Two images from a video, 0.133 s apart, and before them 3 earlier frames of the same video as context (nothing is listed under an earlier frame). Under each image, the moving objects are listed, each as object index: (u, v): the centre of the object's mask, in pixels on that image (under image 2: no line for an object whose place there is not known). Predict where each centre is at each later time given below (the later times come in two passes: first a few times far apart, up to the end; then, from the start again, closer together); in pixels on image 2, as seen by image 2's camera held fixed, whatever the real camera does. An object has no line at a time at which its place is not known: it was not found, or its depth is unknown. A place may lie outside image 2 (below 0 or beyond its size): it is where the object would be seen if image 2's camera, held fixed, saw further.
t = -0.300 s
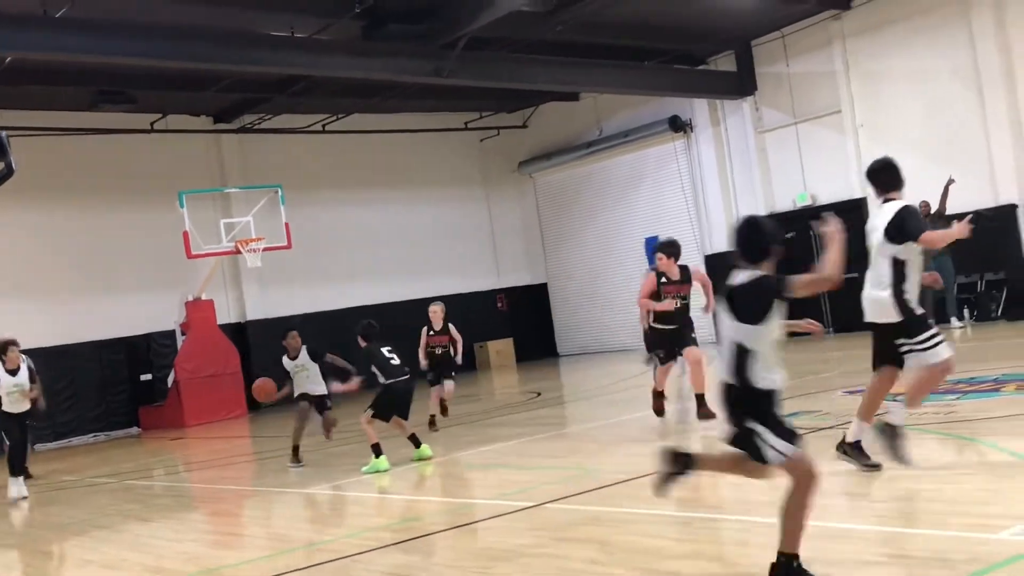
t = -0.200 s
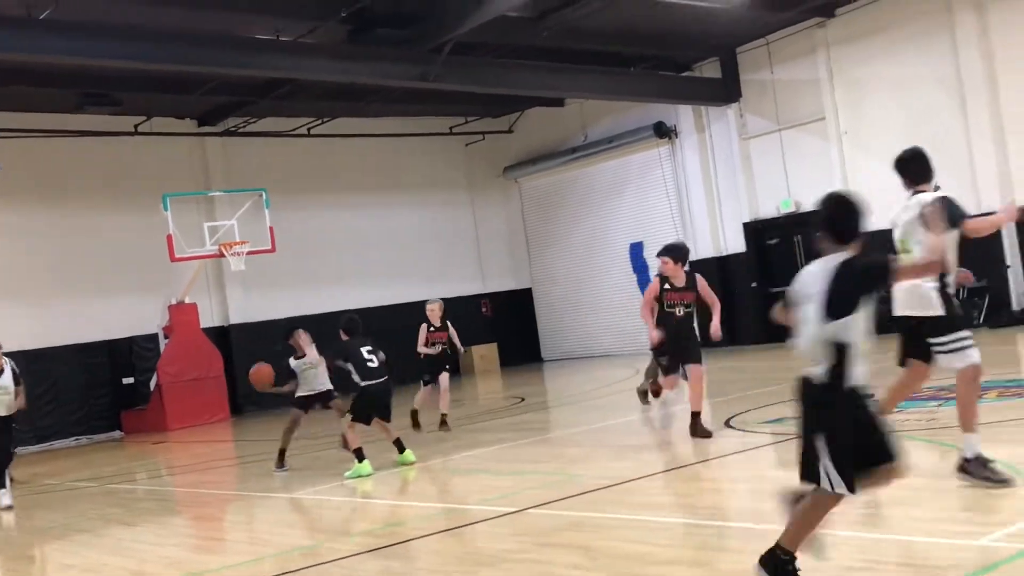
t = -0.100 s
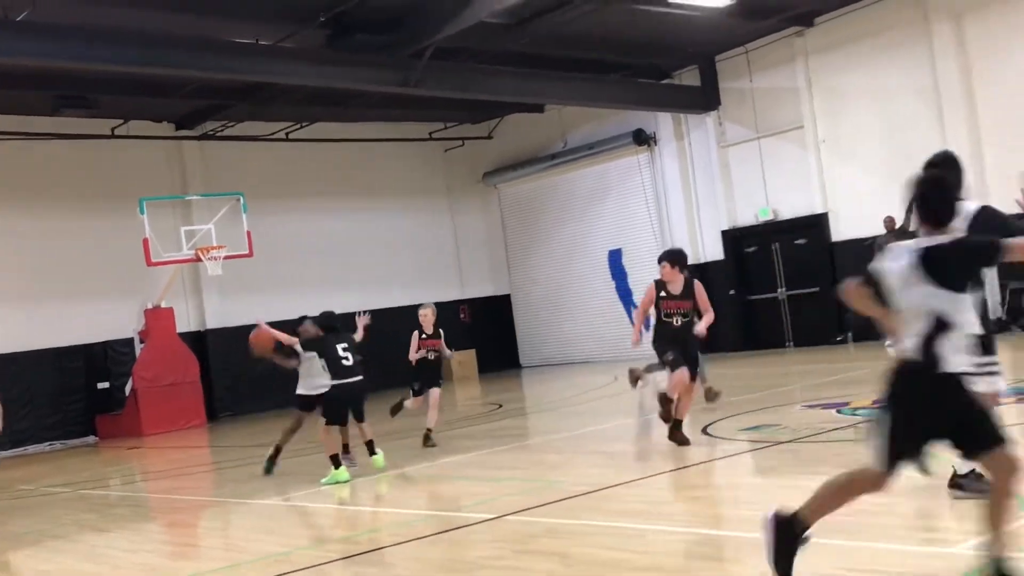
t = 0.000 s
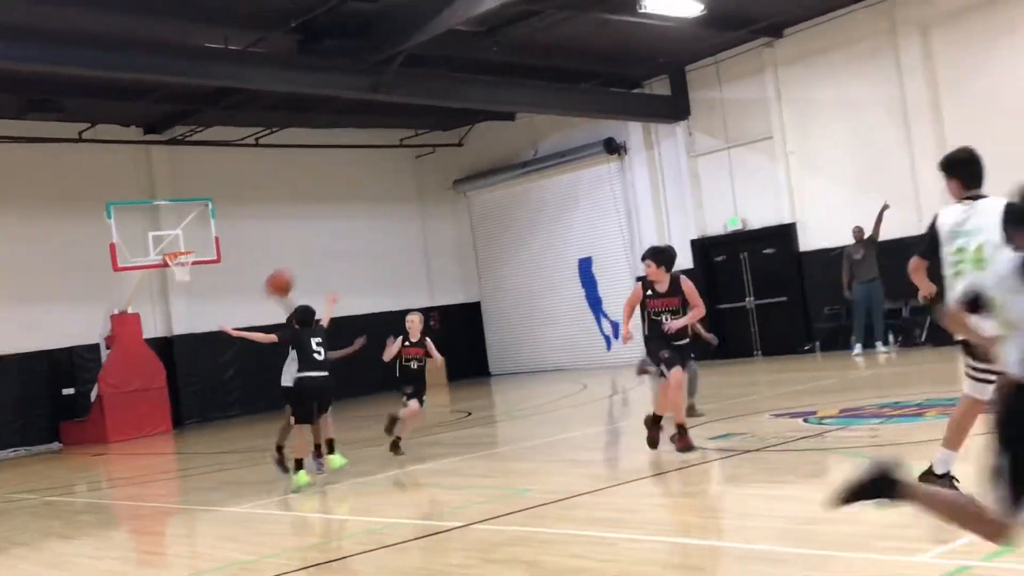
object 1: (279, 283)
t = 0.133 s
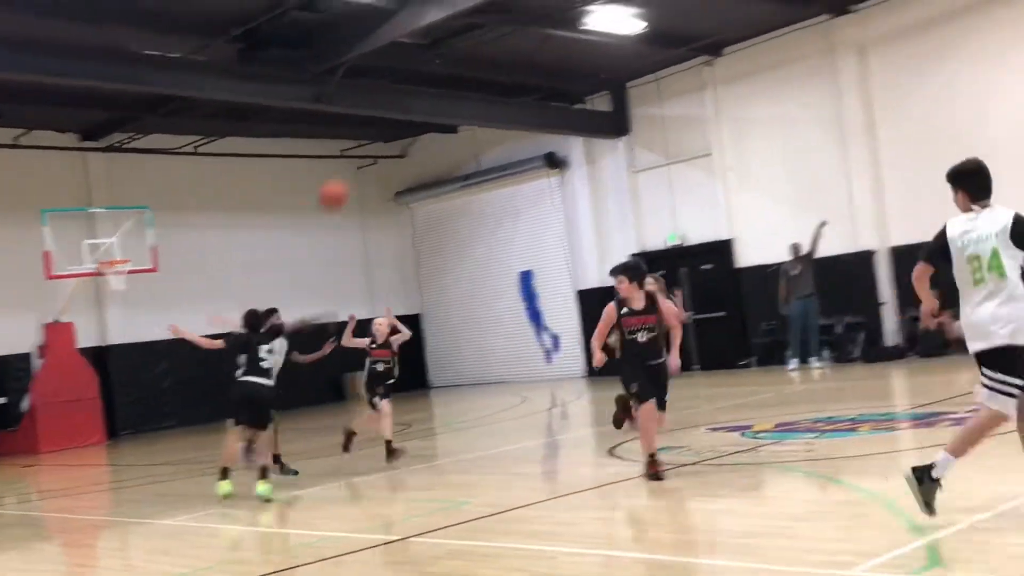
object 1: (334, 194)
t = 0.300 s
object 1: (491, 87)
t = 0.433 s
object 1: (639, 16)
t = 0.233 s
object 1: (425, 127)
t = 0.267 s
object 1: (457, 107)
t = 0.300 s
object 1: (491, 87)
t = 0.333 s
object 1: (525, 67)
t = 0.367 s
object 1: (562, 50)
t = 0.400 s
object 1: (598, 36)
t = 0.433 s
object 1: (639, 16)
